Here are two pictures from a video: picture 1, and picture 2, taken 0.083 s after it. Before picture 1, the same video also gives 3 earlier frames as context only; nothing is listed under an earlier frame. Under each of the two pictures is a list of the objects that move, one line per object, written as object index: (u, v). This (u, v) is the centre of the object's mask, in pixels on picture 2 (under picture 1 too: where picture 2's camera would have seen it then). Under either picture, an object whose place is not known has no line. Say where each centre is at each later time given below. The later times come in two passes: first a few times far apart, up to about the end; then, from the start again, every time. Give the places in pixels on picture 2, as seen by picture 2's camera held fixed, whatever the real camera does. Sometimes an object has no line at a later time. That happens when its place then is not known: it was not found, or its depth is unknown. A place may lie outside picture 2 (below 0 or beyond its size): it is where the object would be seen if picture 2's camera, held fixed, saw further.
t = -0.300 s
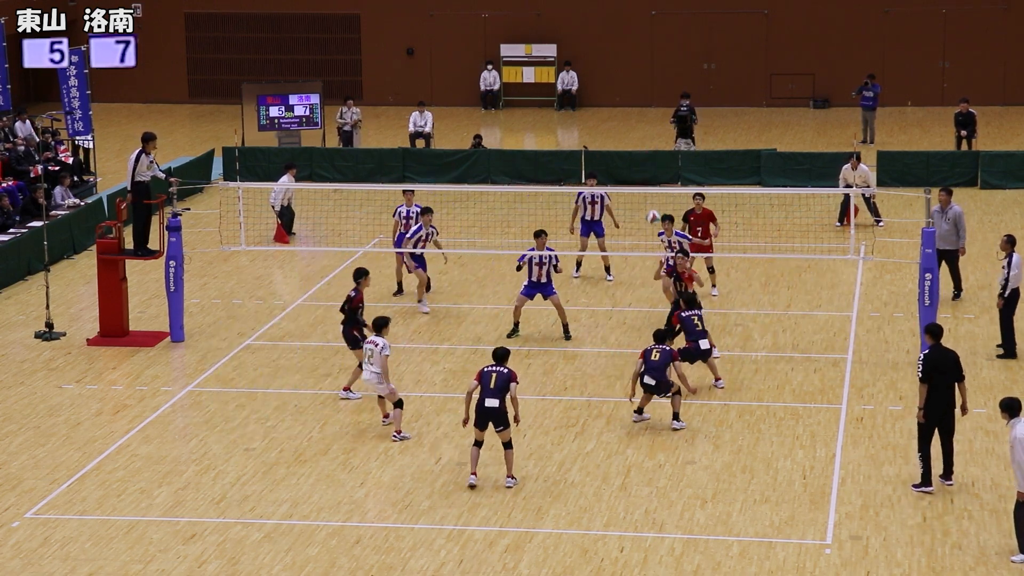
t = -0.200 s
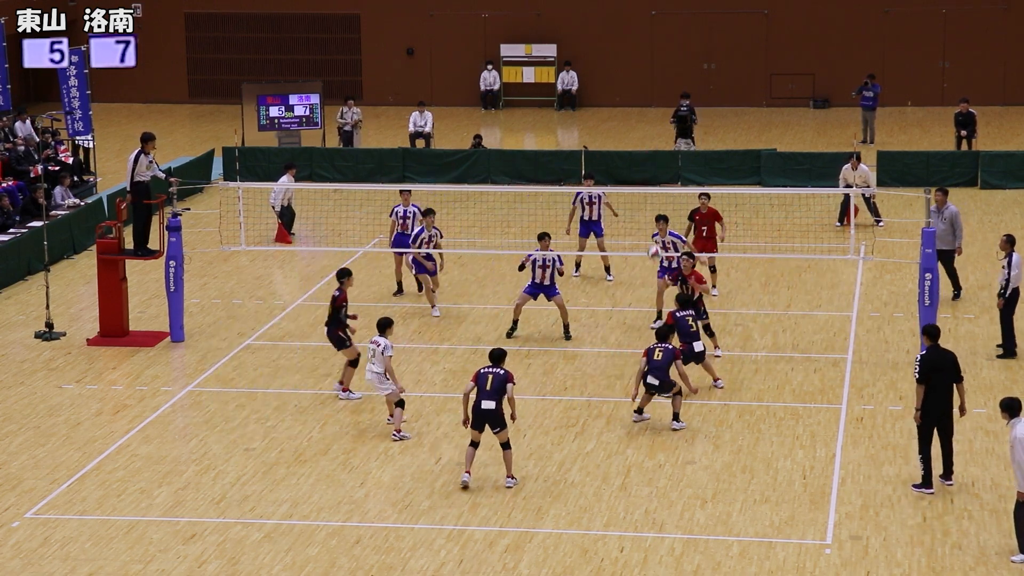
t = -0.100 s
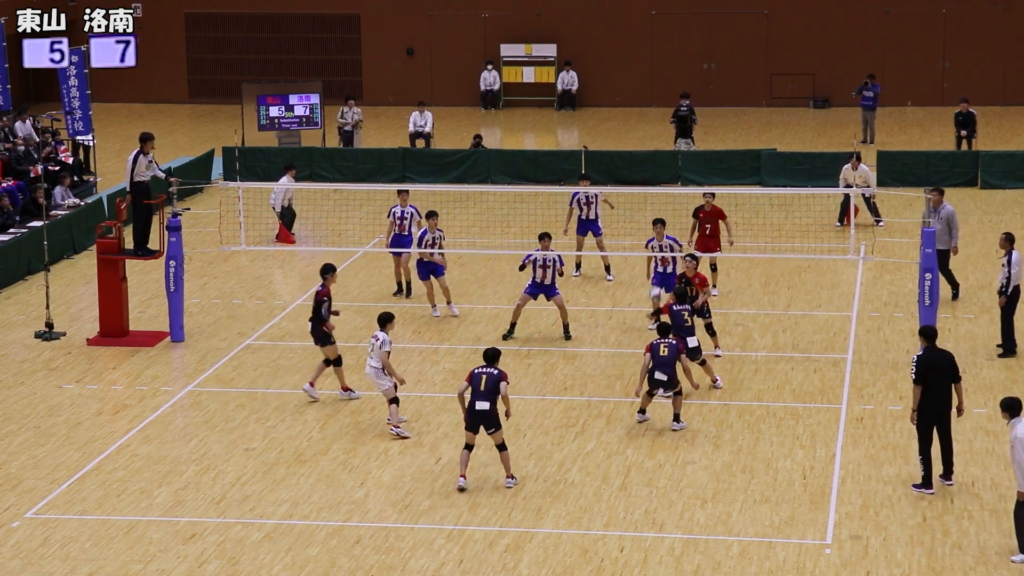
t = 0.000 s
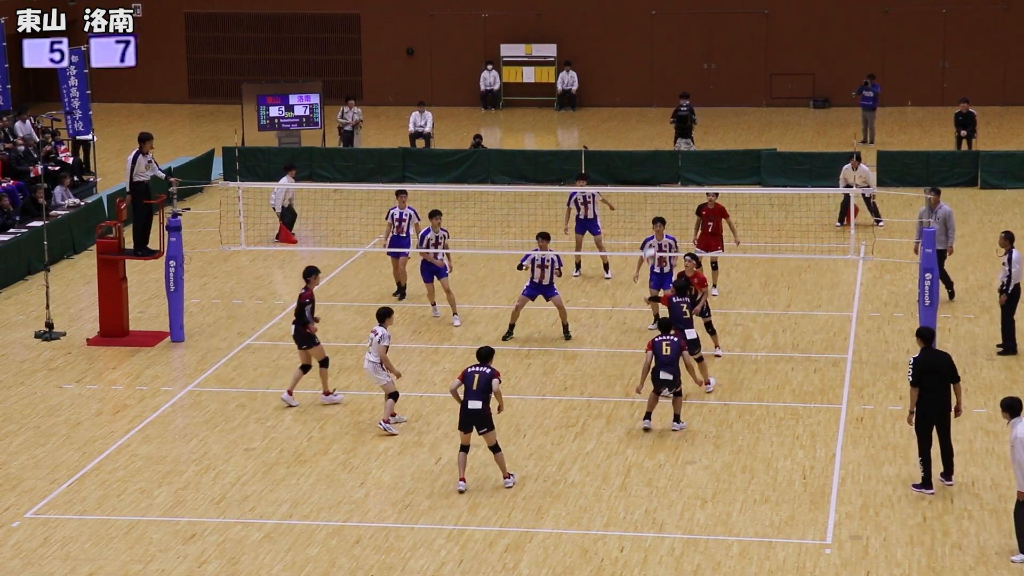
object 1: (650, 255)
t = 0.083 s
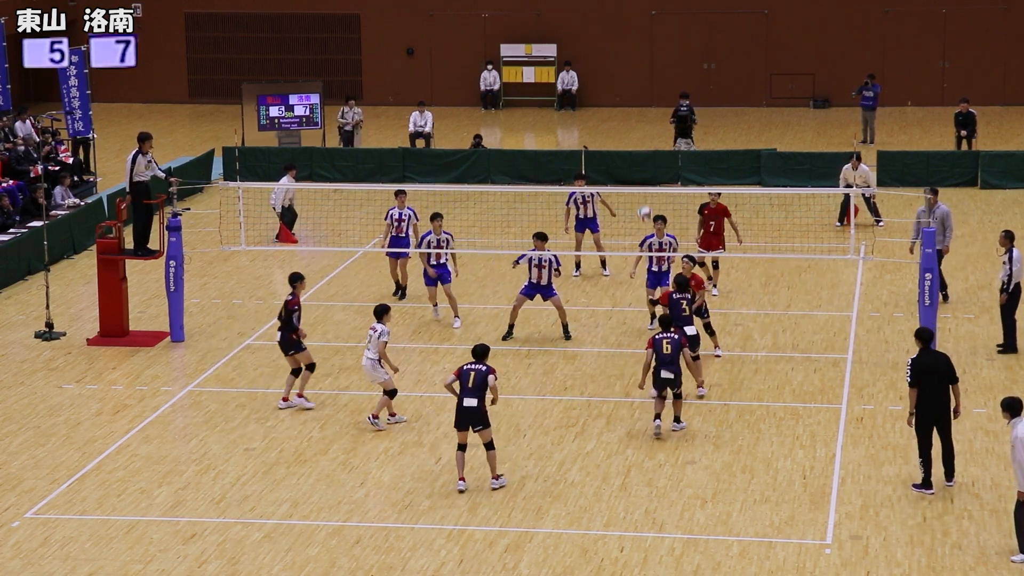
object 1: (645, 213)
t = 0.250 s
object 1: (634, 147)
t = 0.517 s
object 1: (619, 81)
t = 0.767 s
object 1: (606, 67)
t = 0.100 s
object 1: (644, 205)
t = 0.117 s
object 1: (643, 198)
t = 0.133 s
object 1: (642, 191)
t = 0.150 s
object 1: (640, 183)
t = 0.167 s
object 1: (639, 178)
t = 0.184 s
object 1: (638, 171)
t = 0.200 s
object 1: (638, 165)
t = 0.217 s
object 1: (637, 159)
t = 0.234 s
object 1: (635, 153)
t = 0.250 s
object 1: (634, 147)
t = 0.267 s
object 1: (634, 140)
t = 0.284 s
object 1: (633, 136)
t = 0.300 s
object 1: (631, 130)
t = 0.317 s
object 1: (631, 125)
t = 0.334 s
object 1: (630, 121)
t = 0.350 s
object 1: (629, 116)
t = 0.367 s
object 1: (628, 111)
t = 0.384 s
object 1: (627, 107)
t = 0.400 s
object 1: (626, 103)
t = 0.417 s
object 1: (625, 100)
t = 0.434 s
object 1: (624, 96)
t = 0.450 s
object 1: (623, 93)
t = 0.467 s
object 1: (622, 90)
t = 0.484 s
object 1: (621, 87)
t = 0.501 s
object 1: (621, 84)
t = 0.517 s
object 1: (619, 81)
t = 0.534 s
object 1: (619, 79)
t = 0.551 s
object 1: (618, 77)
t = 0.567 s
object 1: (617, 75)
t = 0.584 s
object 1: (616, 73)
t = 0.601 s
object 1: (615, 72)
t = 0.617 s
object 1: (614, 70)
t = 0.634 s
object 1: (613, 69)
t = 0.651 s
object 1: (612, 68)
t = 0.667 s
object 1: (611, 67)
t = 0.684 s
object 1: (610, 67)
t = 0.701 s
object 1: (609, 67)
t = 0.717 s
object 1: (608, 66)
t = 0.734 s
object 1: (608, 66)
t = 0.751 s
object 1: (606, 67)
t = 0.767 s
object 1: (606, 67)
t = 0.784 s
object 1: (605, 68)
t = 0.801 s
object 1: (604, 69)
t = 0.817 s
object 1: (603, 70)
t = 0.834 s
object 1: (602, 71)
